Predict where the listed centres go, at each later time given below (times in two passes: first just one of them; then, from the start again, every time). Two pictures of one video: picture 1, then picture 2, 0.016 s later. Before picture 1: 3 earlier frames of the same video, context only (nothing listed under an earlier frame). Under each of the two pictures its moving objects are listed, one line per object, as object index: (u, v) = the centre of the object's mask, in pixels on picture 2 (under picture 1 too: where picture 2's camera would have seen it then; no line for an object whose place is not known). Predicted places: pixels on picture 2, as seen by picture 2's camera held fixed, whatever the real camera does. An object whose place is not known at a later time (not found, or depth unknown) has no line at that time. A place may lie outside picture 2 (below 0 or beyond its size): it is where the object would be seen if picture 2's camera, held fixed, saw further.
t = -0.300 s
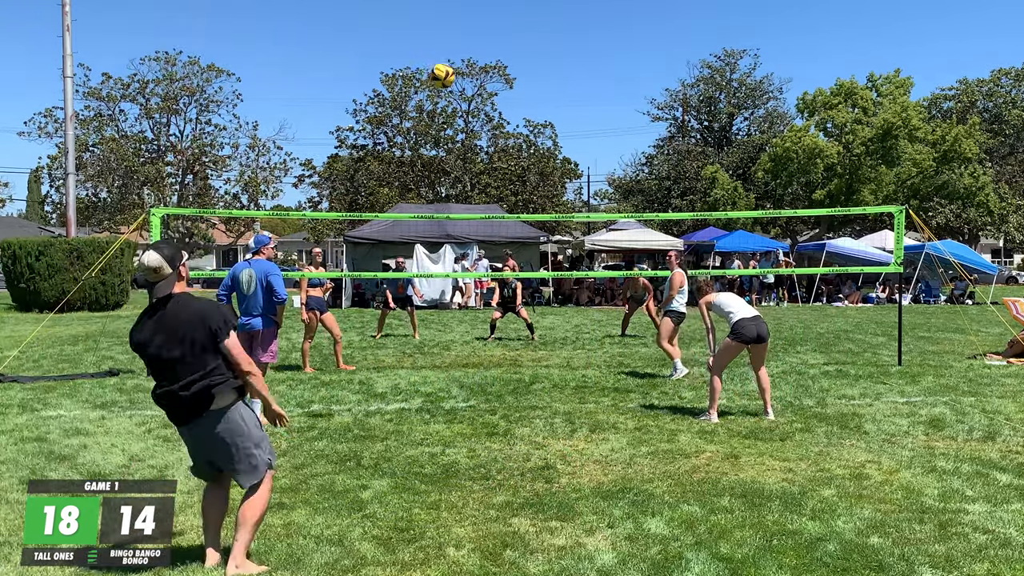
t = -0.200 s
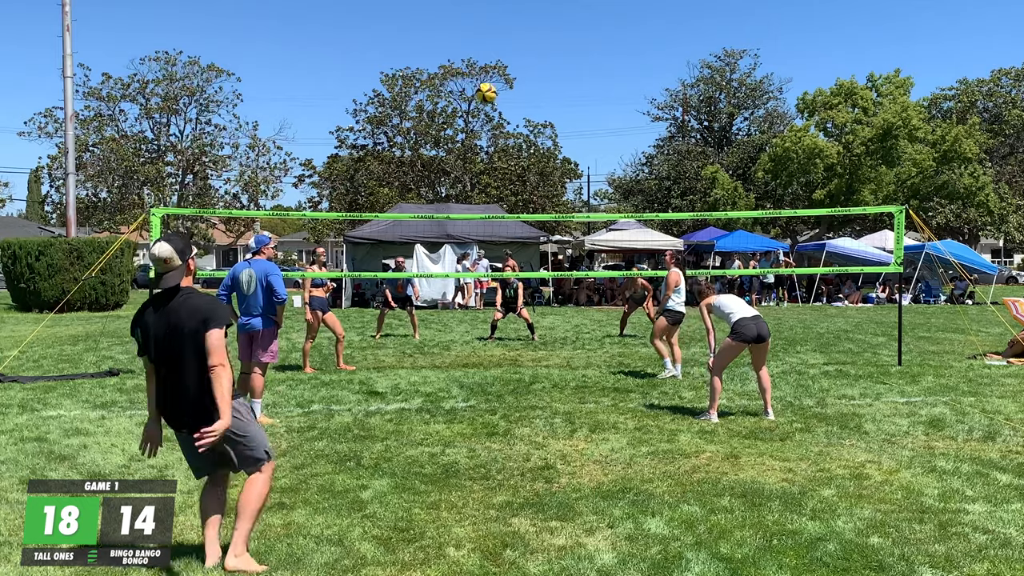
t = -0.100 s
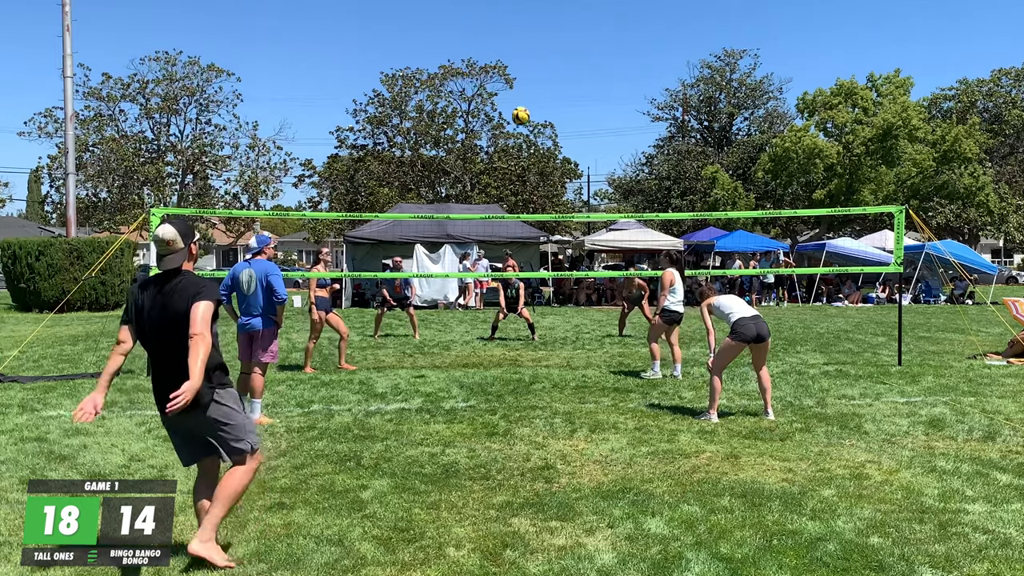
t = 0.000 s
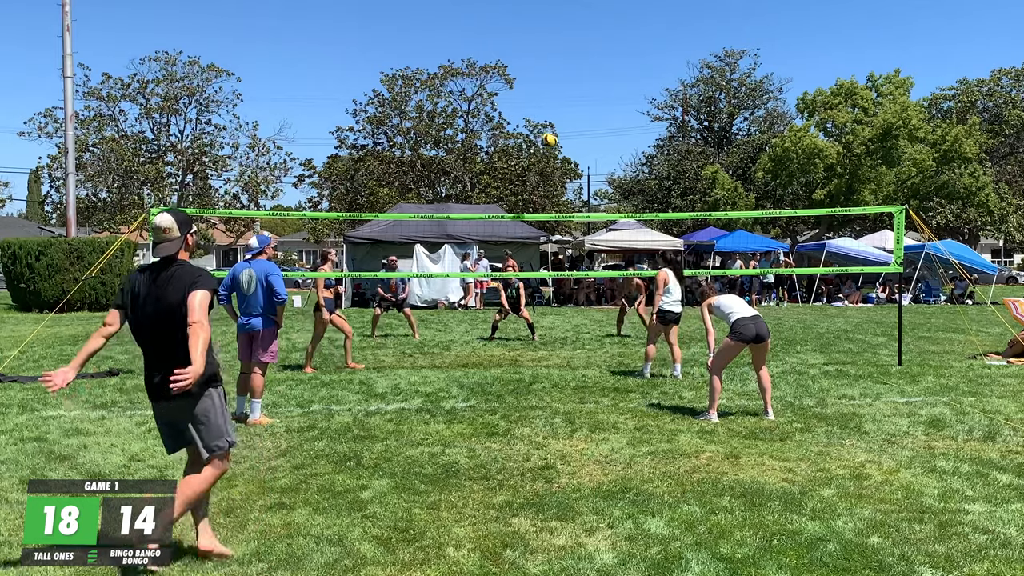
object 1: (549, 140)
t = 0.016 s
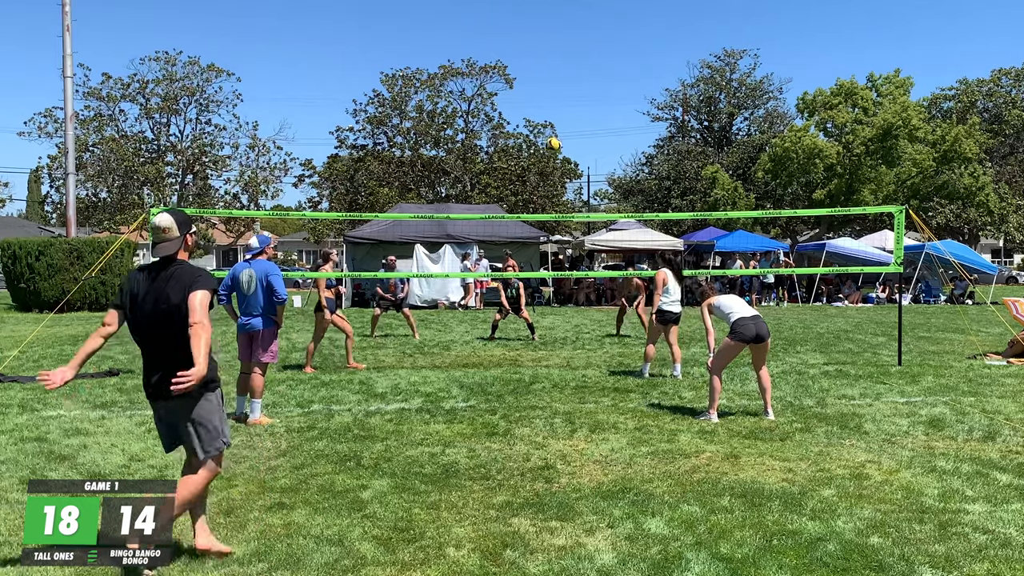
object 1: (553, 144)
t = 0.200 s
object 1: (592, 197)
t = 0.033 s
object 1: (558, 148)
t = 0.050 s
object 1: (562, 152)
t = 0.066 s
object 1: (565, 157)
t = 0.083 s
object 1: (568, 162)
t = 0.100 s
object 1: (573, 166)
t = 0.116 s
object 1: (577, 170)
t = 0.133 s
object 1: (580, 175)
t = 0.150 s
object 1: (583, 180)
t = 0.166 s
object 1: (586, 186)
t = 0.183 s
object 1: (589, 191)
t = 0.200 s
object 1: (592, 197)
